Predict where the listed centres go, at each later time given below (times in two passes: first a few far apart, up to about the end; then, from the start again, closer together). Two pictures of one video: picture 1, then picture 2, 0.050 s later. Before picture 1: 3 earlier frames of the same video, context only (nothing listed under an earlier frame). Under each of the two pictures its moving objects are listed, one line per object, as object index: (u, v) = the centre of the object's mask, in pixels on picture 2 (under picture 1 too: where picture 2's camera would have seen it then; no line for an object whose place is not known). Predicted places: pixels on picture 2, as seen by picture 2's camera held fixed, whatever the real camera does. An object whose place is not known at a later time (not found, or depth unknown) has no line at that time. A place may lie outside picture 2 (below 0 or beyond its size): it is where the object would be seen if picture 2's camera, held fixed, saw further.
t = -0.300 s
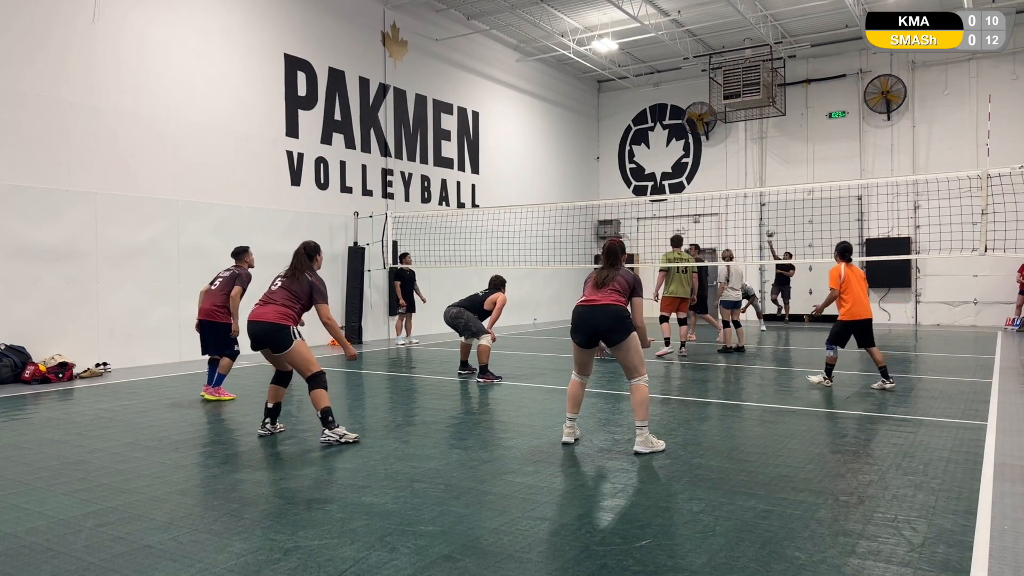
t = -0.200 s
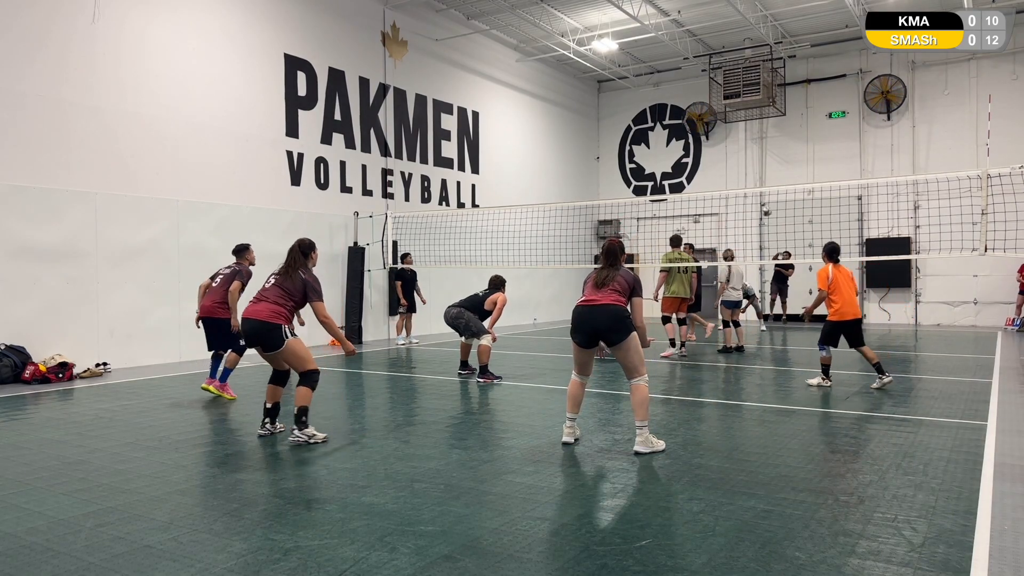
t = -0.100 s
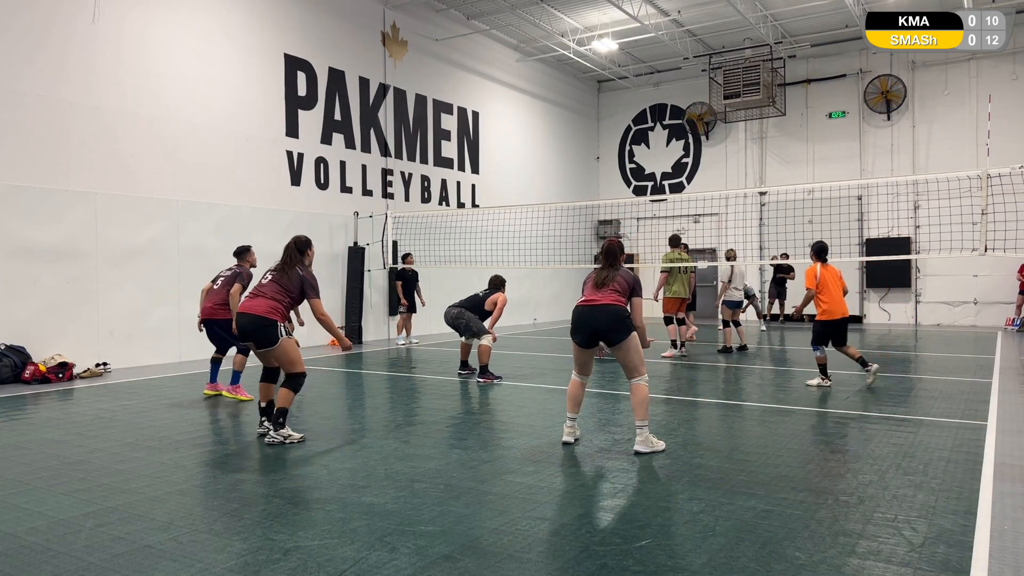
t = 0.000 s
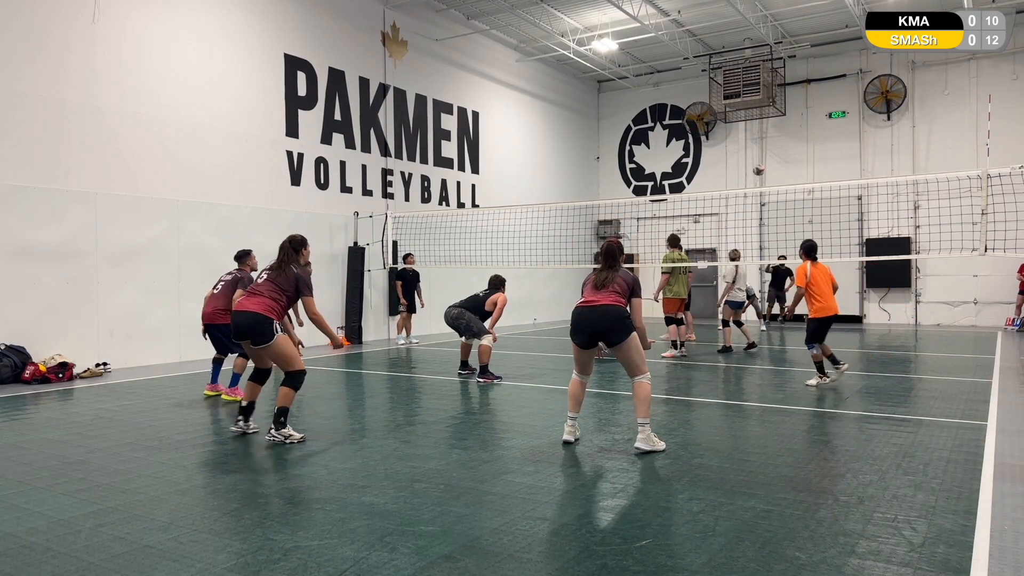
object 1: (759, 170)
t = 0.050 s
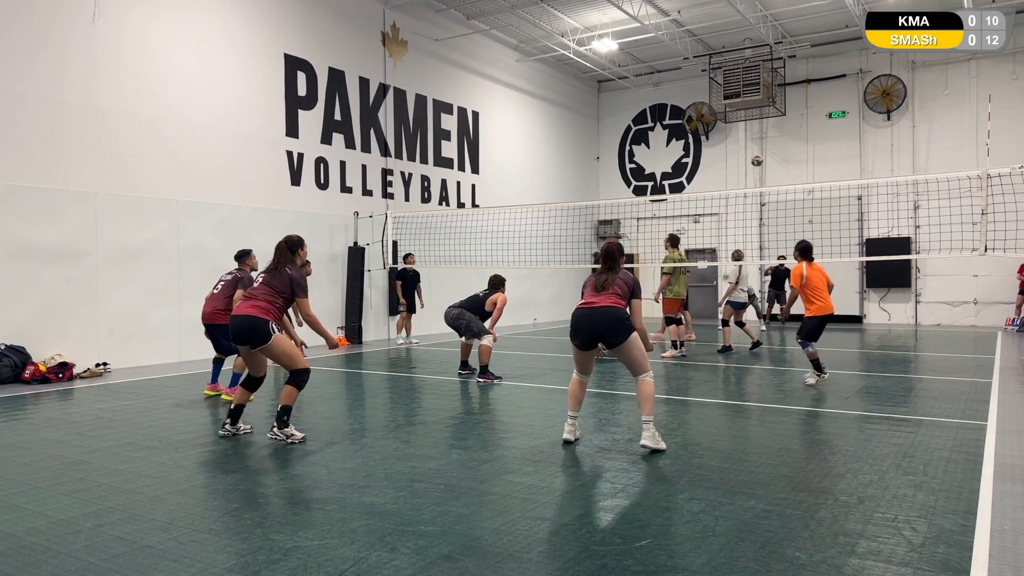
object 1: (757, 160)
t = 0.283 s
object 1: (750, 129)
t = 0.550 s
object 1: (745, 137)
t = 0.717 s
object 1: (748, 202)
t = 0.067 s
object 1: (756, 158)
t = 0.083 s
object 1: (756, 155)
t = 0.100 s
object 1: (755, 152)
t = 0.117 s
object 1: (755, 149)
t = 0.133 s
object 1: (754, 147)
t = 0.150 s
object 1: (754, 144)
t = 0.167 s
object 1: (753, 142)
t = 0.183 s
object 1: (753, 140)
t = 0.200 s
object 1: (752, 137)
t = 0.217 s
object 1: (752, 135)
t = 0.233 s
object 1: (751, 133)
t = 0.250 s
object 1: (751, 132)
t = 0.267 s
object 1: (750, 130)
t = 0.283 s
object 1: (750, 129)
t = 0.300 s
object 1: (750, 127)
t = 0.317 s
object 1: (749, 126)
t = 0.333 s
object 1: (749, 125)
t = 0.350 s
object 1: (748, 124)
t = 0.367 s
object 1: (748, 124)
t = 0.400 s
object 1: (747, 123)
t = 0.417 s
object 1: (747, 124)
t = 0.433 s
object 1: (747, 124)
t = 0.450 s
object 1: (747, 125)
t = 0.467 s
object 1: (746, 126)
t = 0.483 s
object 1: (746, 127)
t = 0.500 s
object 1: (746, 129)
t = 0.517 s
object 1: (746, 131)
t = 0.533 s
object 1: (745, 134)
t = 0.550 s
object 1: (745, 137)
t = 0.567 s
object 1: (745, 140)
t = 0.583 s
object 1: (745, 144)
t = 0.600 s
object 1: (745, 149)
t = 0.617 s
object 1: (745, 154)
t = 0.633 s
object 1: (746, 160)
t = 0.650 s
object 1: (746, 166)
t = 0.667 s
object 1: (747, 174)
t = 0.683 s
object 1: (747, 182)
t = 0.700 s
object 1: (748, 192)
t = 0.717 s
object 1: (748, 202)
